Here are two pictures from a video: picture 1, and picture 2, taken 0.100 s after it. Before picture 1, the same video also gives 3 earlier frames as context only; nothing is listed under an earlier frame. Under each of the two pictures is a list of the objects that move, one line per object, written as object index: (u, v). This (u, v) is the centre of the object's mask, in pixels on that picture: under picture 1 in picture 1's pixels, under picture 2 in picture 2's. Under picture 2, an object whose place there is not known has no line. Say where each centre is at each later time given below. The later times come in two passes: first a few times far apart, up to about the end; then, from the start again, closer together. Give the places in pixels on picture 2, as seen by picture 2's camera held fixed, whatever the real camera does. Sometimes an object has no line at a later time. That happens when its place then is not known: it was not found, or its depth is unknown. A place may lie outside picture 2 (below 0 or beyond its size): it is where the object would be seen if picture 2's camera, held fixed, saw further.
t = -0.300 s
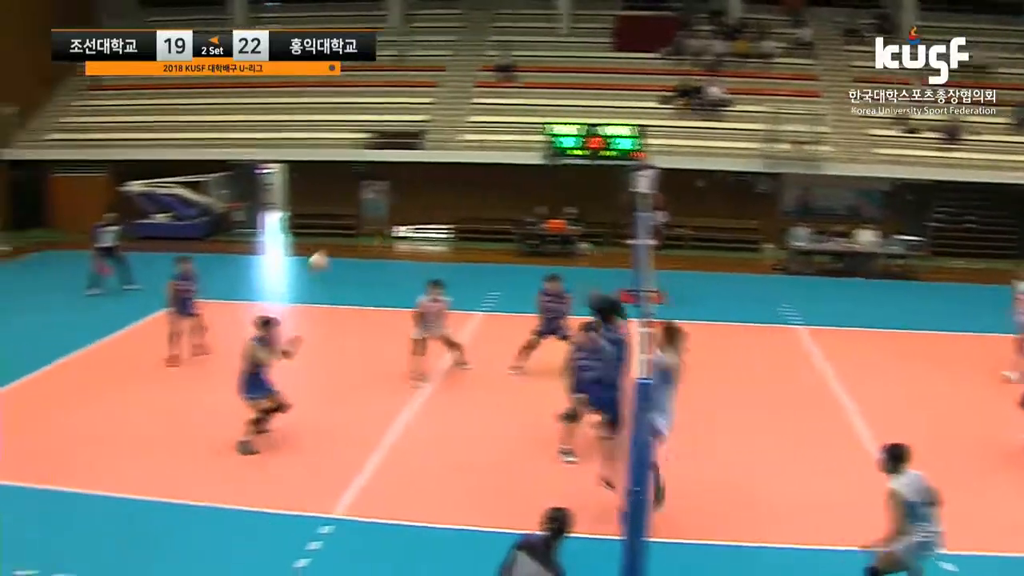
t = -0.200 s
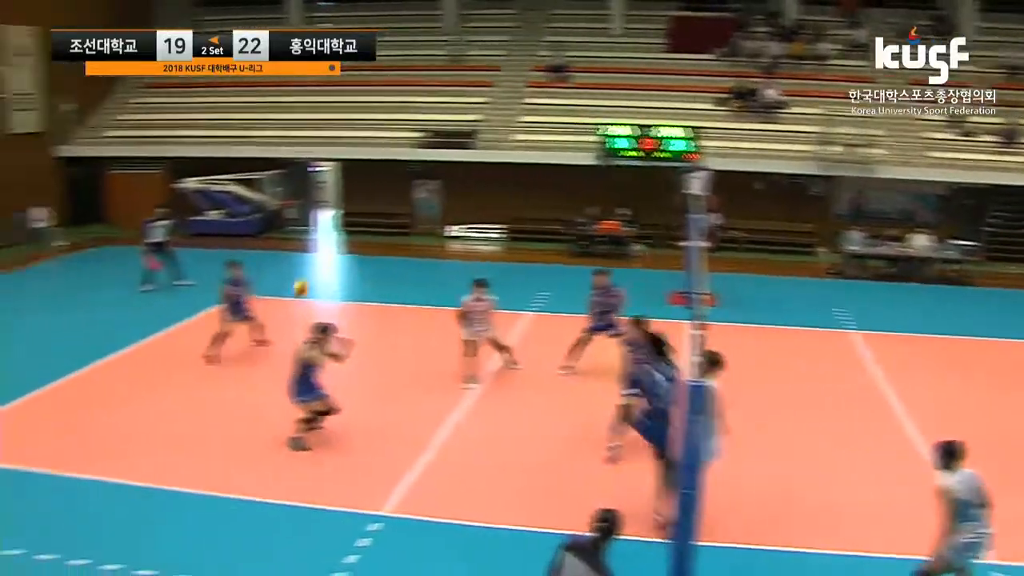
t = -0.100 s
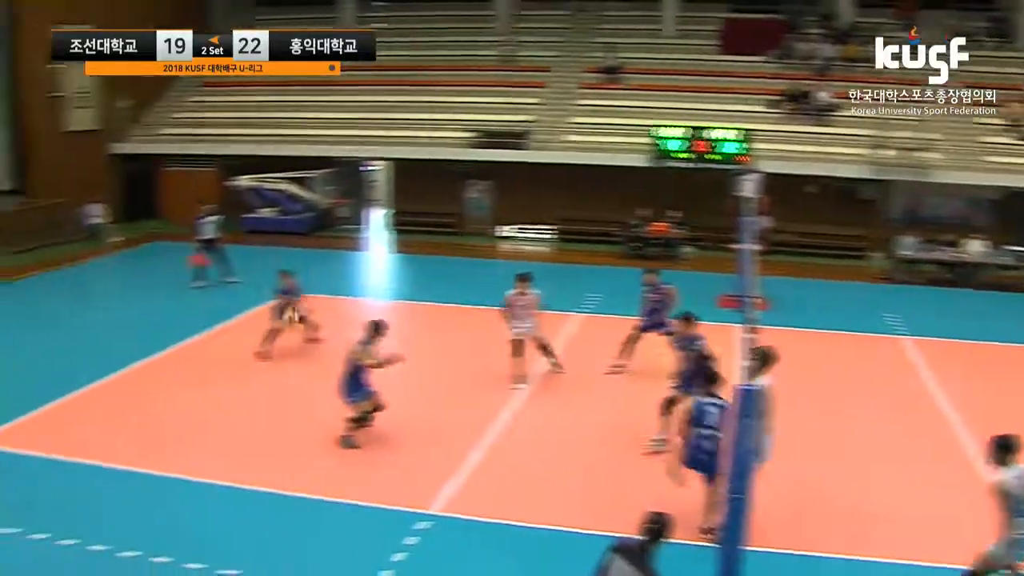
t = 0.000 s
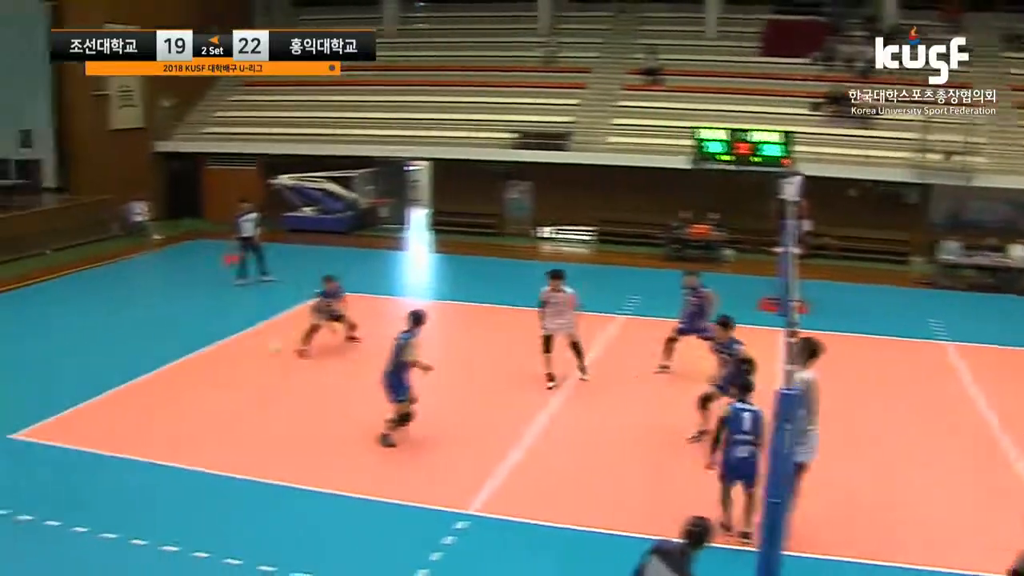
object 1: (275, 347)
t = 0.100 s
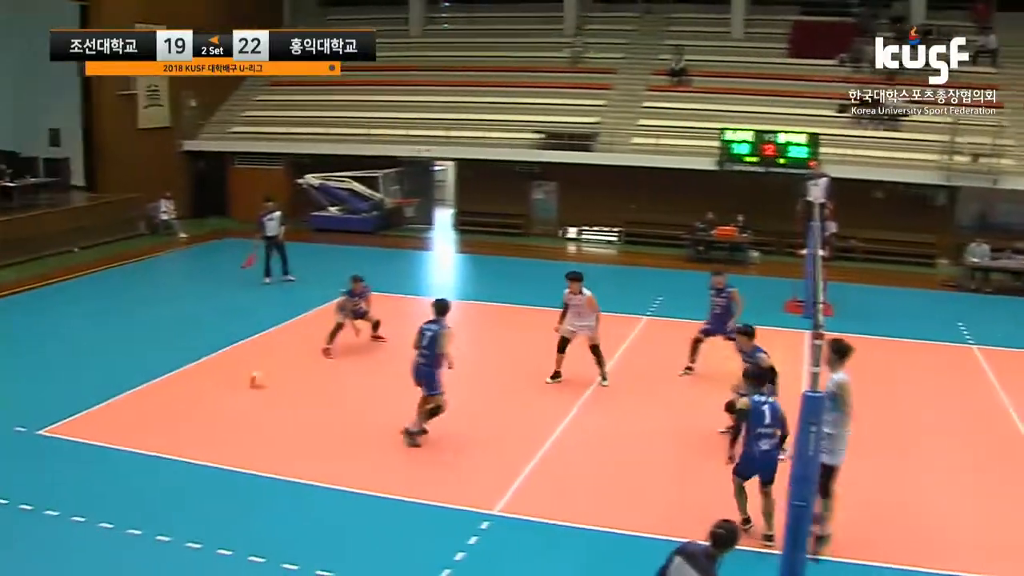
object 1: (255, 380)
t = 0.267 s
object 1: (214, 316)
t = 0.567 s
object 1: (157, 258)
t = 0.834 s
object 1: (111, 259)
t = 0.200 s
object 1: (229, 337)
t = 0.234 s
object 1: (223, 327)
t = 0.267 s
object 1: (214, 316)
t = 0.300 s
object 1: (207, 306)
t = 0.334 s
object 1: (201, 297)
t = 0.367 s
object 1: (193, 289)
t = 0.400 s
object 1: (185, 281)
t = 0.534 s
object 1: (163, 262)
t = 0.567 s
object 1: (157, 258)
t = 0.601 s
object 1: (150, 254)
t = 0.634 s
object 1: (145, 253)
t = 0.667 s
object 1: (138, 253)
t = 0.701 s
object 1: (132, 253)
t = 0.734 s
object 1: (127, 253)
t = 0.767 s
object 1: (122, 254)
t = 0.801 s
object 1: (117, 256)
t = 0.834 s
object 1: (111, 259)
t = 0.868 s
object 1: (107, 261)
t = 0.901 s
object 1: (102, 264)
